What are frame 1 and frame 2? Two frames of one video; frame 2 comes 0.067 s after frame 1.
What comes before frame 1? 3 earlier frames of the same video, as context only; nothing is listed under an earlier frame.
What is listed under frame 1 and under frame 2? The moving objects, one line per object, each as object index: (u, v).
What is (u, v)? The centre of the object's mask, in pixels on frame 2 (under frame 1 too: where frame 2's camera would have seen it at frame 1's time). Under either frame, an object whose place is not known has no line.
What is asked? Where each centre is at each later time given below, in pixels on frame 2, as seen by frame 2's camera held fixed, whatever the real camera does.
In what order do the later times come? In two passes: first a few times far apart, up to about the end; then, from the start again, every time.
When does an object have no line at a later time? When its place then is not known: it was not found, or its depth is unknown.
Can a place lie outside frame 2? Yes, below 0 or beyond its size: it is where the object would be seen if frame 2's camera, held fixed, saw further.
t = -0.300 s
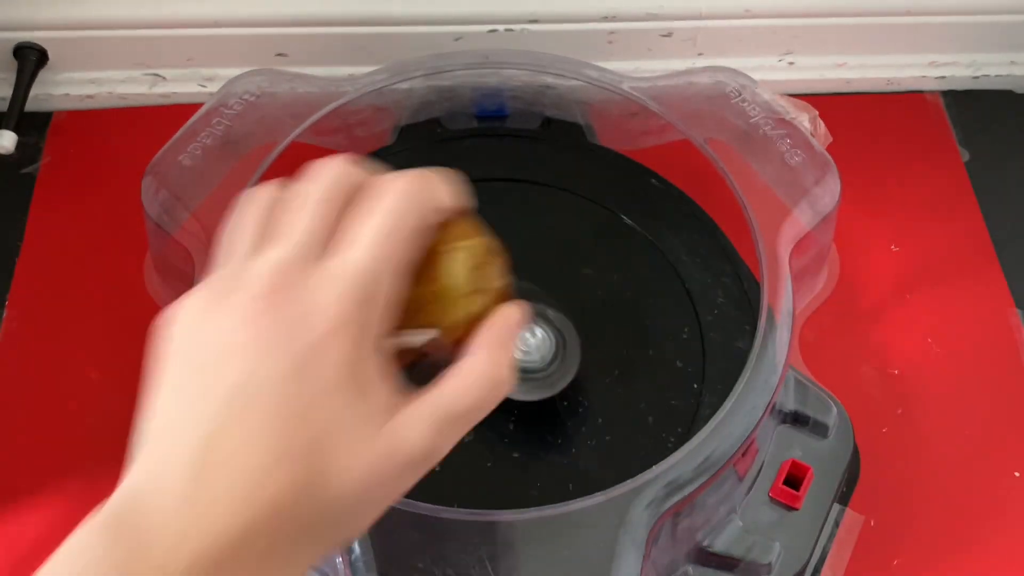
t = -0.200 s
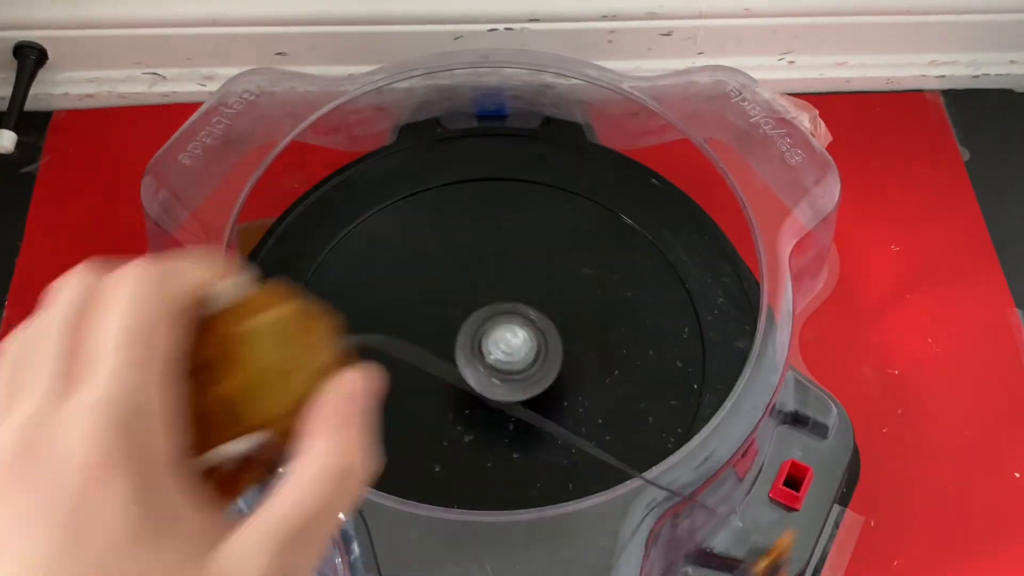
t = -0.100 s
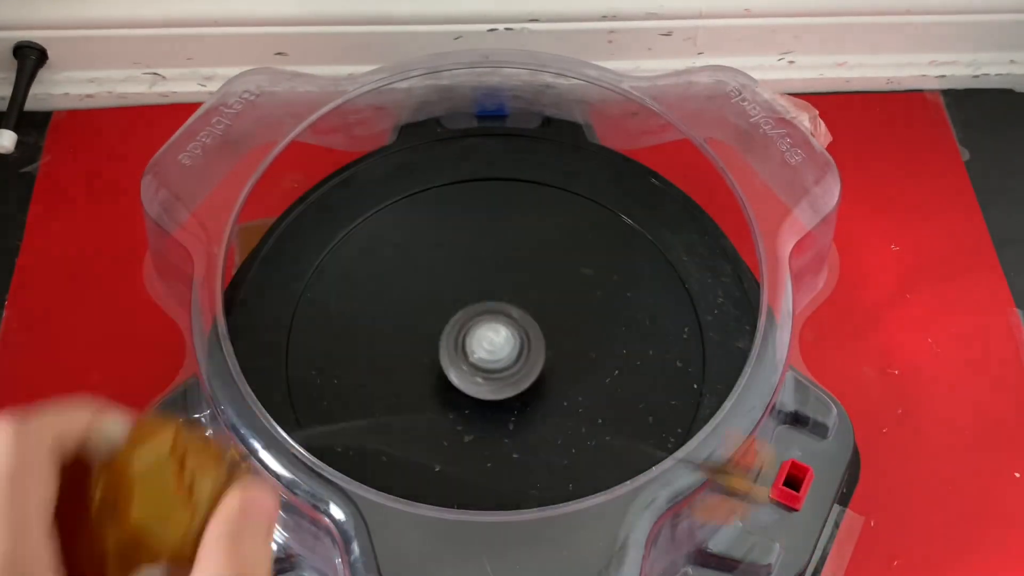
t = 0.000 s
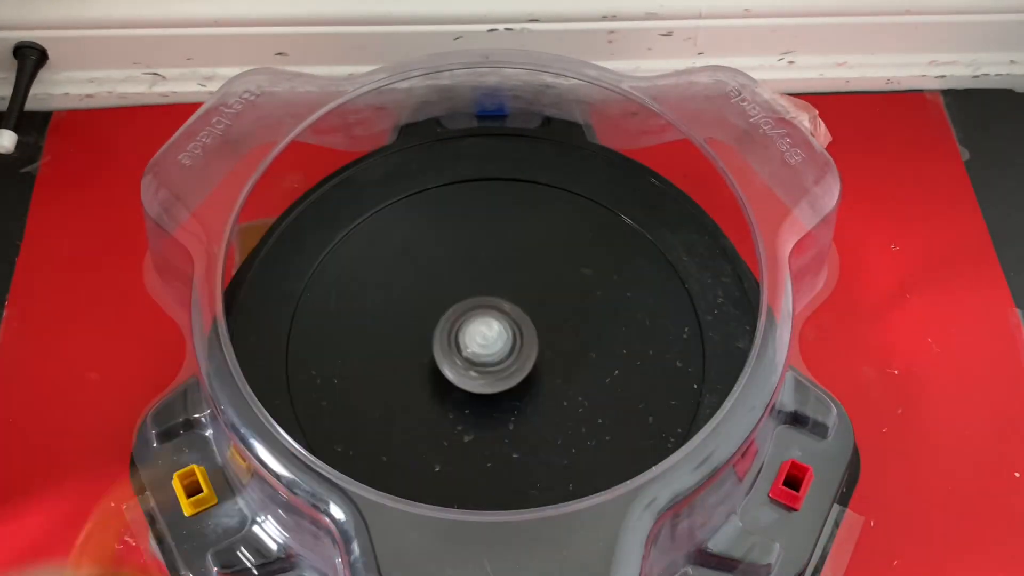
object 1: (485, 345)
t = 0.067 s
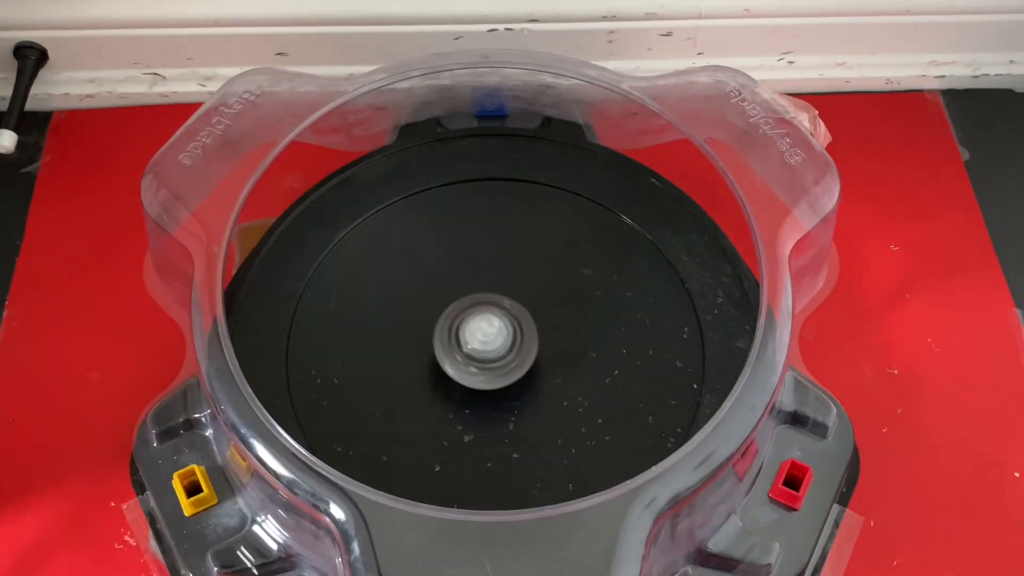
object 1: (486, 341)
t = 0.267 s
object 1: (501, 337)
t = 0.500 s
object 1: (518, 335)
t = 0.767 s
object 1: (521, 330)
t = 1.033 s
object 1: (515, 334)
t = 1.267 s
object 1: (517, 344)
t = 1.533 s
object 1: (523, 350)
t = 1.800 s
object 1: (523, 351)
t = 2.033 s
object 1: (517, 356)
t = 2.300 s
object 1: (516, 365)
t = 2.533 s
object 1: (519, 367)
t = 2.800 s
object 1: (516, 365)
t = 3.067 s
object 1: (506, 365)
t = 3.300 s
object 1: (501, 367)
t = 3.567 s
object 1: (499, 366)
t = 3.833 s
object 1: (496, 365)
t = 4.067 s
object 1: (491, 364)
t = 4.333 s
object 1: (487, 365)
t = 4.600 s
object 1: (488, 365)
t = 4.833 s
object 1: (487, 362)
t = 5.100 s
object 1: (486, 355)
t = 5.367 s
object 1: (486, 349)
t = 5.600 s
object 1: (485, 345)
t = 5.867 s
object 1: (487, 342)
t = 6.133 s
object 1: (492, 339)
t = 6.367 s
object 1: (497, 334)
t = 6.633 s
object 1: (495, 334)
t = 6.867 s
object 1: (496, 339)
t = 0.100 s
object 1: (487, 340)
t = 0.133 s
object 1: (489, 338)
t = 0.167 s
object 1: (492, 337)
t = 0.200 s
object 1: (495, 337)
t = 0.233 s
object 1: (498, 337)
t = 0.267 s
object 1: (501, 337)
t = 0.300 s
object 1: (504, 337)
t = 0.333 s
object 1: (507, 337)
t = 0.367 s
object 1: (509, 336)
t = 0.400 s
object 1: (512, 336)
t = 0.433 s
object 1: (514, 336)
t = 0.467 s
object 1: (516, 335)
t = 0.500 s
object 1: (518, 335)
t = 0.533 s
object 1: (520, 334)
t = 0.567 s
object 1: (521, 333)
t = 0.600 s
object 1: (522, 333)
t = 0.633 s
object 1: (522, 332)
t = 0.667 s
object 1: (522, 331)
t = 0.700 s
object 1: (522, 331)
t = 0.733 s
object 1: (522, 330)
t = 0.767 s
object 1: (521, 330)
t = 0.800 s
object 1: (521, 330)
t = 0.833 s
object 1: (520, 330)
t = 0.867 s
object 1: (519, 330)
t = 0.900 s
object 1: (518, 330)
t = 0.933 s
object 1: (517, 331)
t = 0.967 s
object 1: (516, 332)
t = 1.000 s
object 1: (516, 333)
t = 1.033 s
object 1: (515, 334)
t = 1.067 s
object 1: (515, 336)
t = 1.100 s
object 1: (515, 337)
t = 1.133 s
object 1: (515, 339)
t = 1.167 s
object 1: (515, 340)
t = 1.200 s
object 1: (516, 341)
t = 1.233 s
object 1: (516, 343)
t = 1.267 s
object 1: (517, 344)
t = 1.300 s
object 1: (517, 345)
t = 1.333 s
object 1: (518, 346)
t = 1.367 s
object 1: (519, 348)
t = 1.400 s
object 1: (520, 348)
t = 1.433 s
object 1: (521, 349)
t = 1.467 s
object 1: (522, 349)
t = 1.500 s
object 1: (523, 350)
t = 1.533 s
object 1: (523, 350)
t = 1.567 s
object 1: (524, 350)
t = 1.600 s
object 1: (524, 350)
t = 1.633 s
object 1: (524, 350)
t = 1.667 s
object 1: (524, 350)
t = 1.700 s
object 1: (524, 351)
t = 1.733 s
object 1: (524, 351)
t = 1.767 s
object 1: (523, 351)
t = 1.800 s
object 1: (523, 351)
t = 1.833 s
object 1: (522, 351)
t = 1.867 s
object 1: (521, 352)
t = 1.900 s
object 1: (520, 352)
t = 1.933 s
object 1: (519, 353)
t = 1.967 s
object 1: (519, 354)
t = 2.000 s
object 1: (518, 355)
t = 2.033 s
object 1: (517, 356)
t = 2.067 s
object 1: (517, 357)
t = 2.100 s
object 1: (516, 358)
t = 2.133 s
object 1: (516, 360)
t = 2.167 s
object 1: (516, 361)
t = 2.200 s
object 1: (516, 362)
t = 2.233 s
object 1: (516, 363)
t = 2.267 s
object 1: (516, 364)
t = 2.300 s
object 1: (516, 365)
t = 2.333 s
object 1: (517, 366)
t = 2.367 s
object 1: (517, 366)
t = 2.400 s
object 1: (518, 366)
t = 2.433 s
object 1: (518, 367)
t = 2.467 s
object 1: (518, 367)
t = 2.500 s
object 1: (518, 367)
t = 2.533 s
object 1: (519, 367)
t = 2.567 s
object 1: (518, 367)
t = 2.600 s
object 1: (518, 366)
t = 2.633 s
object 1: (518, 366)
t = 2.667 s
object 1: (518, 366)
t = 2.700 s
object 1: (518, 366)
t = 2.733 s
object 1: (517, 365)
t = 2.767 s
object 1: (516, 365)
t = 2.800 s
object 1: (516, 365)
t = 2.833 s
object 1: (514, 364)
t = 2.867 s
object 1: (513, 364)
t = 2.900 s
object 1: (512, 364)
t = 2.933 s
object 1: (511, 364)
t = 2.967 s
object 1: (509, 364)
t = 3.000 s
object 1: (508, 365)
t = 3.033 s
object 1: (507, 365)
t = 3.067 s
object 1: (506, 365)
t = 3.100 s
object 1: (505, 366)
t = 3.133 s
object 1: (504, 366)
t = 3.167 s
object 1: (502, 367)
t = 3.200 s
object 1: (502, 367)
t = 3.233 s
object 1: (501, 367)
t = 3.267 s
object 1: (501, 367)
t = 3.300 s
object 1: (501, 367)
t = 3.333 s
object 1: (501, 367)
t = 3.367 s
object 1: (501, 367)
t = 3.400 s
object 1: (501, 367)
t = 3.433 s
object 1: (501, 367)
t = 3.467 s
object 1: (501, 367)
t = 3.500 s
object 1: (500, 367)
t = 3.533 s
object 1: (500, 366)
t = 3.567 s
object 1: (499, 366)
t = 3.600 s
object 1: (499, 366)
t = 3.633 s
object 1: (499, 366)
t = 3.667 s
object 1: (498, 366)
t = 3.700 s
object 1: (498, 366)
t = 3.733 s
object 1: (497, 365)
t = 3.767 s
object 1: (497, 365)
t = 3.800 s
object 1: (496, 365)
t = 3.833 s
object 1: (496, 365)
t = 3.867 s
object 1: (495, 365)
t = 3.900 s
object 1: (494, 365)
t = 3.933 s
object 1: (494, 365)
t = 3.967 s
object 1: (493, 365)
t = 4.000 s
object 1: (492, 364)
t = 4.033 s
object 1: (491, 364)
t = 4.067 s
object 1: (491, 364)
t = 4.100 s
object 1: (490, 364)
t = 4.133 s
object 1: (489, 364)
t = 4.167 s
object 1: (488, 364)
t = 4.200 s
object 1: (488, 364)
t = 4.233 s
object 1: (487, 364)
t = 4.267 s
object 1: (487, 365)
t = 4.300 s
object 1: (487, 365)
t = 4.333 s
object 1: (487, 365)
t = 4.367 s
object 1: (487, 365)
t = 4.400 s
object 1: (487, 365)
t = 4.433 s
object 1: (487, 365)
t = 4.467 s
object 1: (488, 365)
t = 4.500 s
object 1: (488, 365)
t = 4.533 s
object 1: (488, 365)
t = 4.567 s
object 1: (488, 365)
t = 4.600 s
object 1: (488, 365)
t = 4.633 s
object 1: (488, 365)
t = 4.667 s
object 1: (488, 364)
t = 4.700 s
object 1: (488, 364)
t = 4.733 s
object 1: (487, 364)
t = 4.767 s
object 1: (487, 363)
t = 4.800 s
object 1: (487, 363)
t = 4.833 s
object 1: (487, 362)
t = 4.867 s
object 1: (487, 362)
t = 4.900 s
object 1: (487, 361)
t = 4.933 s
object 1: (487, 360)
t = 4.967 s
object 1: (487, 359)
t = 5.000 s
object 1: (487, 358)
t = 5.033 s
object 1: (487, 357)
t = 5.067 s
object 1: (486, 356)
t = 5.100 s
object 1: (486, 355)
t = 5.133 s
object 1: (486, 355)
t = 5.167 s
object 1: (486, 354)
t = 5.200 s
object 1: (486, 353)
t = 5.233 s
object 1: (486, 352)
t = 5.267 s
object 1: (485, 351)
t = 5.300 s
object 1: (485, 350)
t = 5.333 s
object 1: (486, 350)
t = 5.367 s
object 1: (486, 349)
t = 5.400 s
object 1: (486, 349)
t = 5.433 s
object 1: (485, 348)
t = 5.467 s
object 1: (485, 347)
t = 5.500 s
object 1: (485, 347)
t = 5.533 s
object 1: (485, 346)
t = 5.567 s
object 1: (485, 346)
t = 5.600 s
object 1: (485, 345)
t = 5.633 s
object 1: (485, 345)
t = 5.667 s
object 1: (485, 344)
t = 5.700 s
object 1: (486, 343)
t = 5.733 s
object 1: (486, 343)
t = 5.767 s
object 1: (486, 343)
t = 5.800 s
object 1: (487, 342)
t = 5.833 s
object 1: (487, 342)
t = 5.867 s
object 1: (487, 342)
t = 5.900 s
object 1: (487, 341)
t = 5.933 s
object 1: (488, 341)
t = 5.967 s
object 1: (488, 341)
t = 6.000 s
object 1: (489, 341)
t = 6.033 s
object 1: (490, 340)
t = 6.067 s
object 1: (490, 340)
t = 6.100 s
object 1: (491, 340)
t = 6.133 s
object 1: (492, 339)
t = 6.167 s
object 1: (493, 339)
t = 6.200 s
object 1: (493, 339)
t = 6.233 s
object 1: (495, 338)
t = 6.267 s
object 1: (496, 337)
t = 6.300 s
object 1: (497, 336)
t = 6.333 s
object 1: (497, 335)
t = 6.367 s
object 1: (497, 334)
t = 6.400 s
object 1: (497, 333)
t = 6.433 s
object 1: (497, 333)
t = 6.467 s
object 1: (497, 332)
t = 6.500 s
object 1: (497, 332)
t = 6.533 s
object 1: (497, 333)
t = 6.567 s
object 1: (496, 333)
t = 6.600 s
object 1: (496, 334)
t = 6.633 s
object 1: (495, 334)
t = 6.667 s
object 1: (495, 335)
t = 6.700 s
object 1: (495, 336)
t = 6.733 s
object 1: (495, 337)
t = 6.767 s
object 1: (495, 338)
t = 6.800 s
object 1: (495, 339)
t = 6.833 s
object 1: (495, 339)
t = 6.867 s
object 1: (496, 339)
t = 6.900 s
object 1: (498, 339)
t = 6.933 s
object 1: (500, 339)
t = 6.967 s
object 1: (501, 339)
